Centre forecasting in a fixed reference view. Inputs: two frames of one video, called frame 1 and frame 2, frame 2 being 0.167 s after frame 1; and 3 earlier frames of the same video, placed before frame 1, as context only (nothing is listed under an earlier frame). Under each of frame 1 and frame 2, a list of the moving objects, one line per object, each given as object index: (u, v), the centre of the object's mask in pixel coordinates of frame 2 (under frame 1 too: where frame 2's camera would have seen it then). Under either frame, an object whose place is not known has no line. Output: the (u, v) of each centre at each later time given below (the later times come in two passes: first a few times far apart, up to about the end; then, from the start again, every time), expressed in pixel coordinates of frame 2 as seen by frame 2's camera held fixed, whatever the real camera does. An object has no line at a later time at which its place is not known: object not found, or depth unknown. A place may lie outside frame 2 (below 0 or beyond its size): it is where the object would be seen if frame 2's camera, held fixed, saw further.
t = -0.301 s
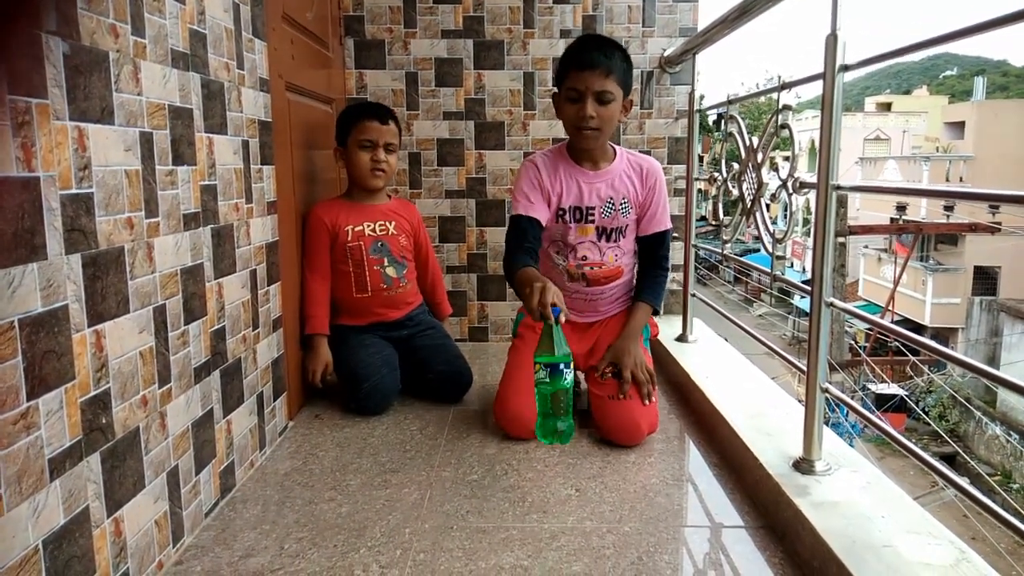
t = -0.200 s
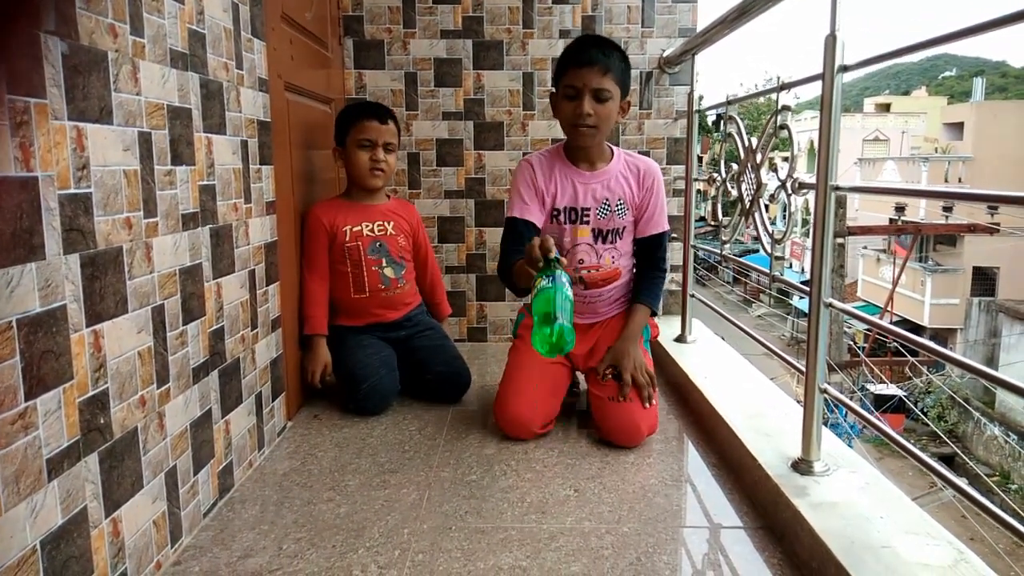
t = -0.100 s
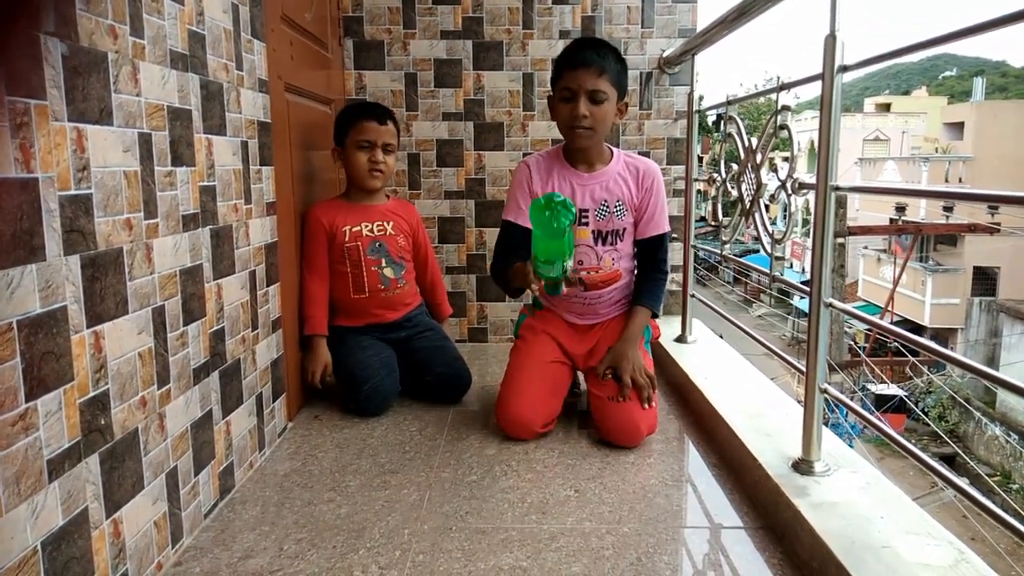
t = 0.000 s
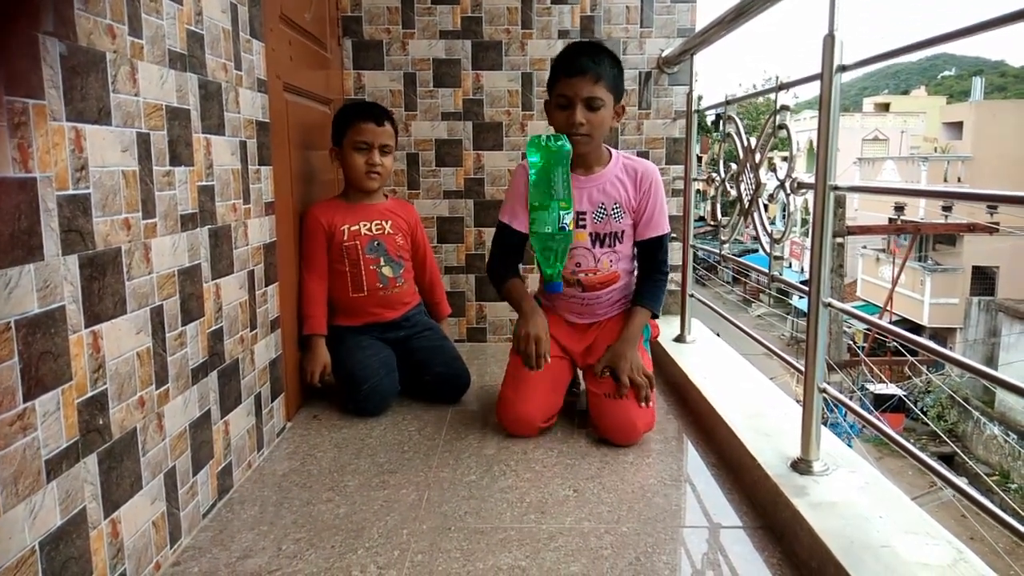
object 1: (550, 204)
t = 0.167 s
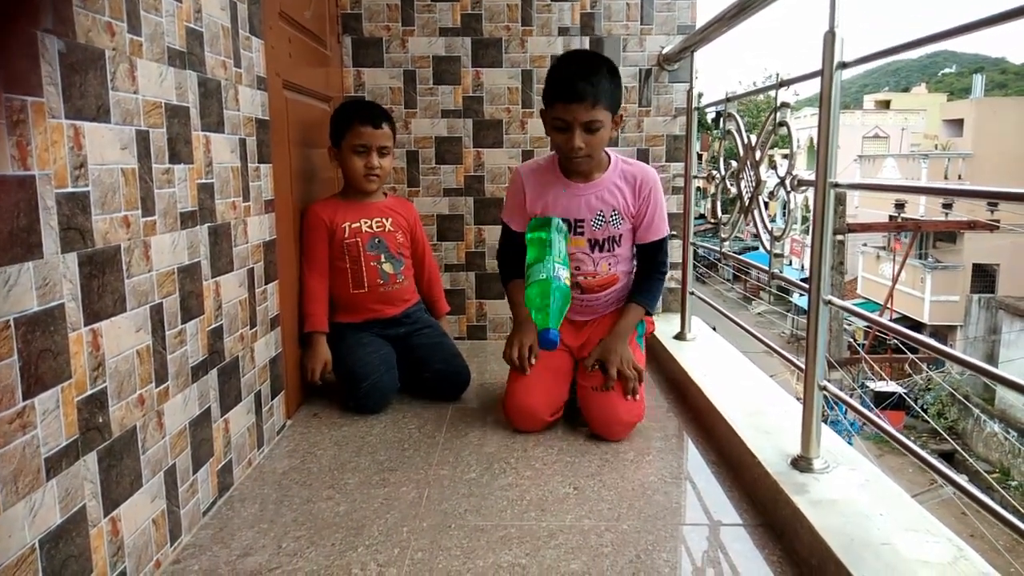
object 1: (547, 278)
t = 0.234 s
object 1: (546, 362)
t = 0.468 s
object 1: (545, 509)
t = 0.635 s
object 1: (546, 543)
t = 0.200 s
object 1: (547, 316)
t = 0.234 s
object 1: (546, 362)
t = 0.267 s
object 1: (546, 413)
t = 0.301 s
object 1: (545, 472)
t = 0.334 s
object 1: (545, 532)
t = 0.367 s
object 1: (545, 523)
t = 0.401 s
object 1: (544, 511)
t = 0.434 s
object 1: (544, 506)
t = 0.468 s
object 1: (545, 509)
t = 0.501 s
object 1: (545, 518)
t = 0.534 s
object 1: (547, 527)
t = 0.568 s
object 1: (547, 540)
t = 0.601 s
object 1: (546, 542)
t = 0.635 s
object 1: (546, 543)
